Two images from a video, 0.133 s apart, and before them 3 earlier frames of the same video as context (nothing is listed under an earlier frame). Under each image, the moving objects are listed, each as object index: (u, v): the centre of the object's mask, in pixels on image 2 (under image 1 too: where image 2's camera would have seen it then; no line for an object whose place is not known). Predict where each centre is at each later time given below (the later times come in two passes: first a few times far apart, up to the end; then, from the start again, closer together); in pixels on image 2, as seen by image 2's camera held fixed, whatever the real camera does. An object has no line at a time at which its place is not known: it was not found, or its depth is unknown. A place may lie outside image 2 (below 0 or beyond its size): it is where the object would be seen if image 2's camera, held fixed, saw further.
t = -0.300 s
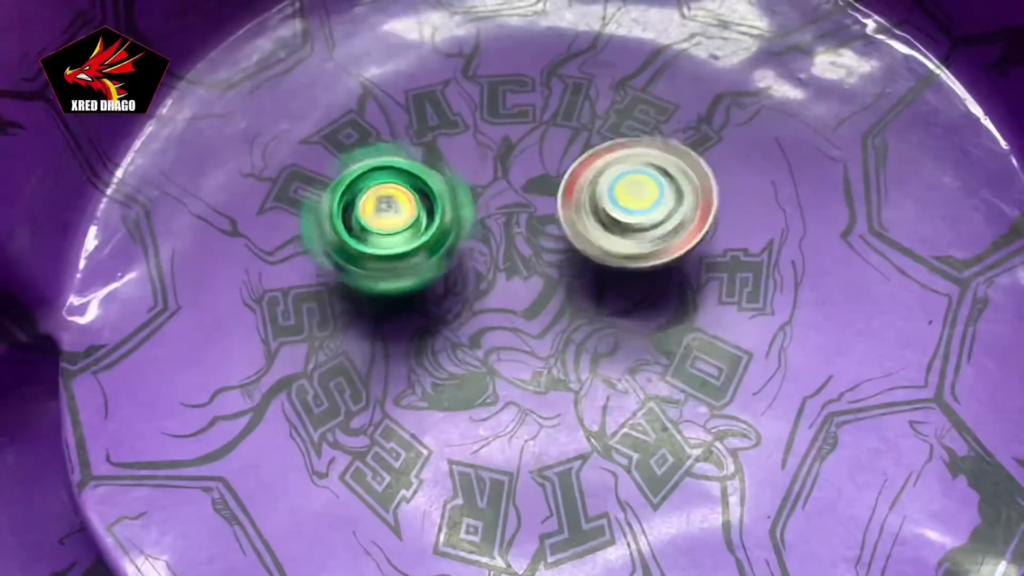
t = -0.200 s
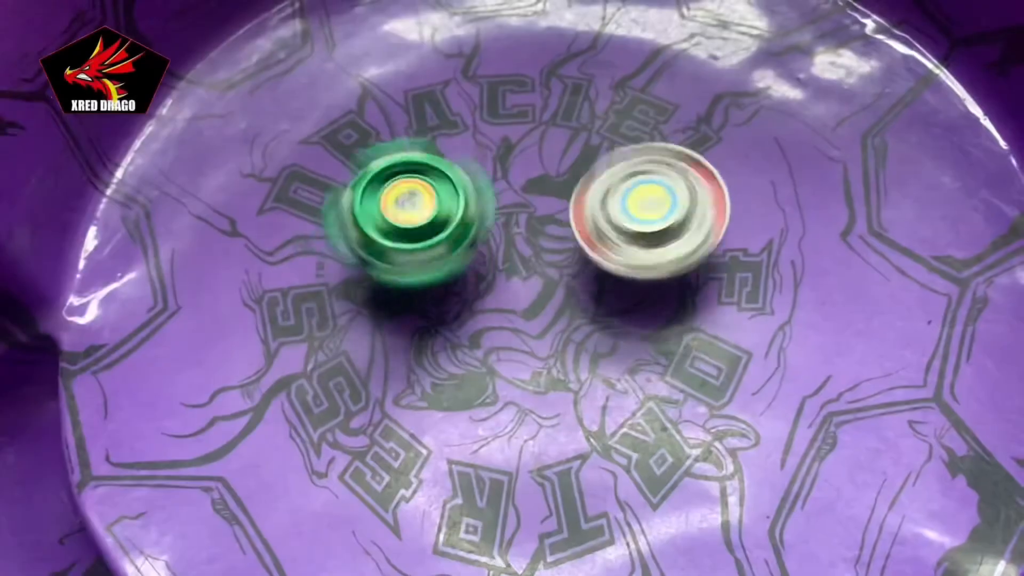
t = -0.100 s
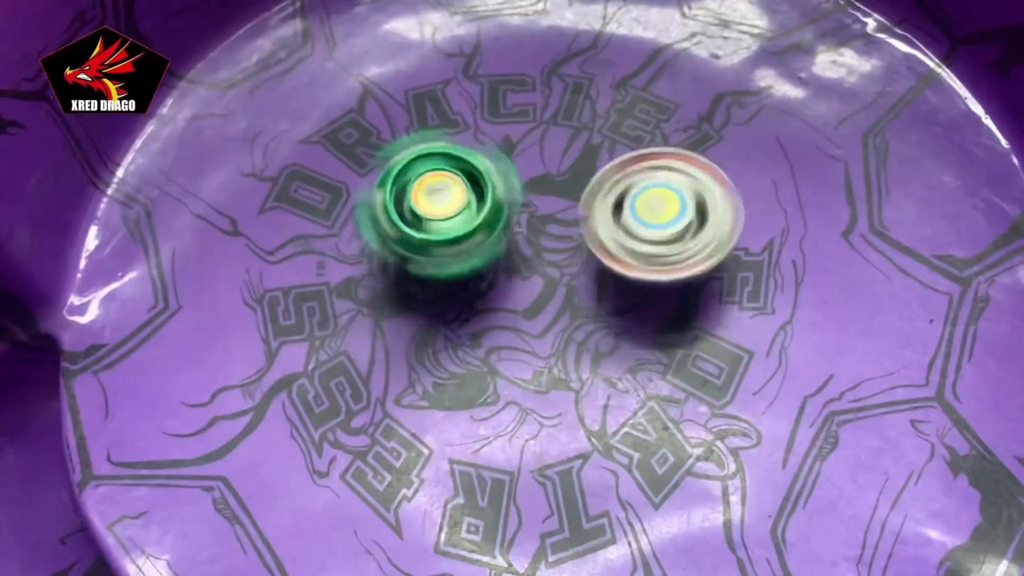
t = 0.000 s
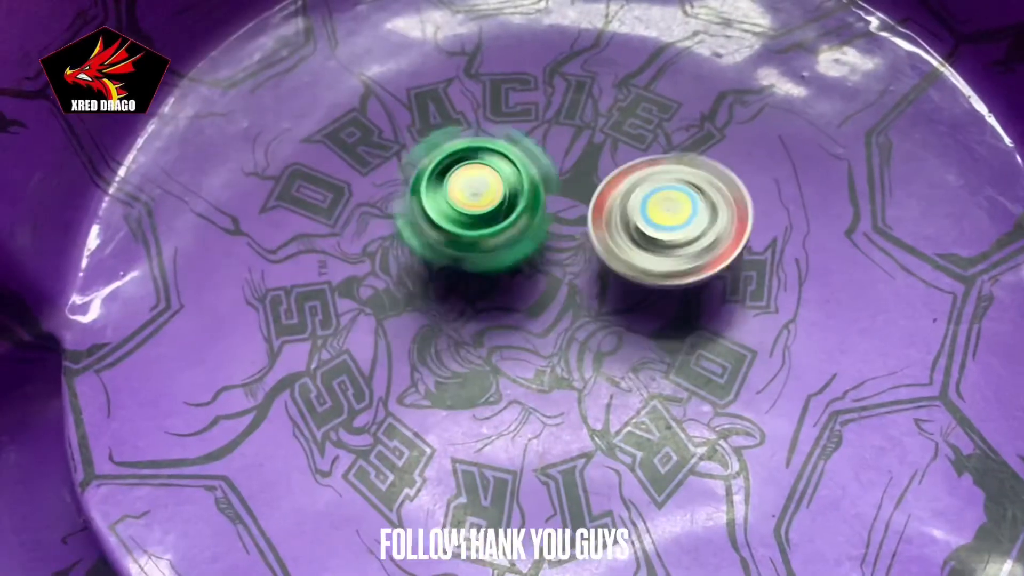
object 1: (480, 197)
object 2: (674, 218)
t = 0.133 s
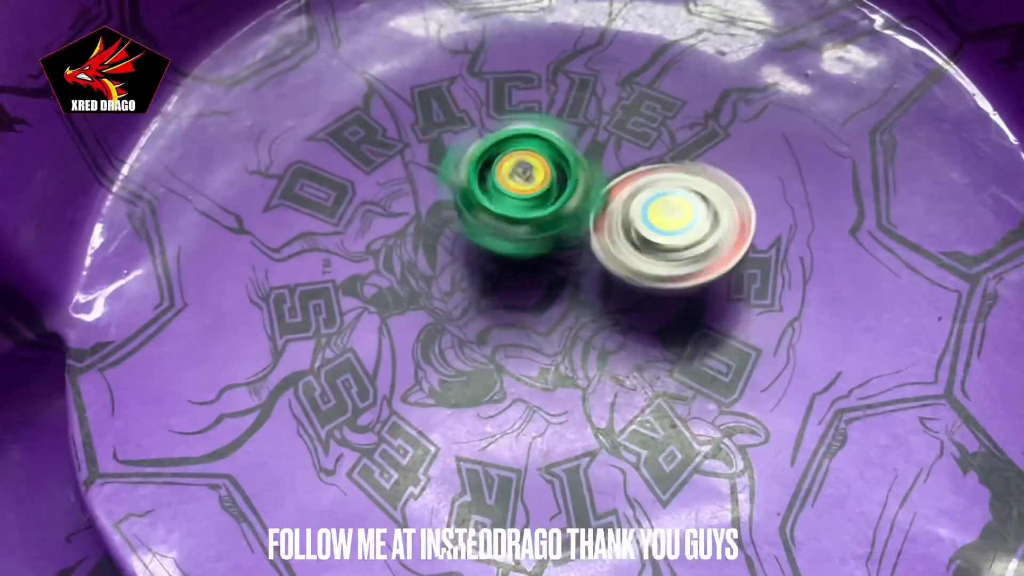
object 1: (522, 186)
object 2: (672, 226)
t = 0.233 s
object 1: (506, 151)
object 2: (652, 255)
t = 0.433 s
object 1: (481, 111)
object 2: (606, 297)
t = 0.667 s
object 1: (482, 74)
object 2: (572, 320)
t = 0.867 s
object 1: (500, 62)
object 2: (541, 322)
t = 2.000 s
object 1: (691, 221)
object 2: (481, 197)
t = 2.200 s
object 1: (647, 258)
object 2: (506, 177)
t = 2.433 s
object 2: (414, 47)
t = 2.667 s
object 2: (416, 64)
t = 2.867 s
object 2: (438, 84)
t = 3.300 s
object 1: (560, 279)
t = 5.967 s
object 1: (623, 166)
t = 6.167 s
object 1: (633, 150)
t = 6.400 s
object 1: (630, 141)
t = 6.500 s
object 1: (629, 139)
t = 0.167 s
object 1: (521, 174)
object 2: (668, 233)
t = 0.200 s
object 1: (516, 163)
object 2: (661, 245)
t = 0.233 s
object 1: (506, 151)
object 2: (652, 255)
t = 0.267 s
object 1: (501, 141)
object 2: (643, 262)
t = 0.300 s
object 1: (494, 134)
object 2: (633, 271)
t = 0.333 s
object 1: (490, 127)
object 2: (626, 278)
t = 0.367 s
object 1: (486, 122)
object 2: (618, 284)
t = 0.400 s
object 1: (484, 116)
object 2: (611, 291)
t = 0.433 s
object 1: (481, 111)
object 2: (606, 297)
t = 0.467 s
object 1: (480, 105)
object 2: (601, 301)
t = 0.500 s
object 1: (477, 101)
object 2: (596, 305)
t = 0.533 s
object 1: (480, 95)
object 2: (593, 310)
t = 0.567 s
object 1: (477, 90)
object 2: (589, 312)
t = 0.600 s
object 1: (480, 83)
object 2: (583, 315)
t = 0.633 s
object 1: (480, 80)
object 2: (578, 318)
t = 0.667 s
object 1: (482, 74)
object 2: (572, 320)
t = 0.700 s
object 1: (484, 71)
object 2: (566, 321)
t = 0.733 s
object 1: (485, 68)
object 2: (561, 323)
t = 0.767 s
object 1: (488, 65)
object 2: (556, 322)
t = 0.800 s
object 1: (492, 64)
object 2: (550, 322)
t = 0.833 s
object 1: (495, 63)
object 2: (546, 323)
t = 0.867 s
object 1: (500, 62)
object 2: (541, 322)
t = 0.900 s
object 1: (503, 62)
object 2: (535, 321)
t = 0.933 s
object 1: (508, 62)
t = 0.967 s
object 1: (512, 62)
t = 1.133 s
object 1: (536, 77)
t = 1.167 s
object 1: (541, 86)
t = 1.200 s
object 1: (544, 92)
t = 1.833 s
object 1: (695, 189)
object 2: (467, 217)
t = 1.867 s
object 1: (697, 196)
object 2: (470, 214)
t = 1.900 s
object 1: (696, 202)
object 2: (472, 209)
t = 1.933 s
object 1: (695, 208)
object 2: (475, 205)
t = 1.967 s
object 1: (695, 214)
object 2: (478, 200)
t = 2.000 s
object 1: (691, 221)
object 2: (481, 197)
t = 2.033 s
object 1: (688, 227)
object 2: (484, 193)
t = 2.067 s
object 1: (682, 234)
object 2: (489, 190)
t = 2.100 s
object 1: (676, 240)
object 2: (492, 186)
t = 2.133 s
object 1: (667, 246)
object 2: (497, 184)
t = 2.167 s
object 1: (657, 253)
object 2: (501, 180)
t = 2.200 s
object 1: (647, 258)
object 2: (506, 177)
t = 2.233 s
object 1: (660, 282)
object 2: (491, 153)
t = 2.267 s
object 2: (460, 110)
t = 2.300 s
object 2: (438, 78)
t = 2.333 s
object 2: (426, 58)
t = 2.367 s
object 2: (419, 50)
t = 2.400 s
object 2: (417, 48)
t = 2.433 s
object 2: (414, 47)
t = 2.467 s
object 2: (412, 48)
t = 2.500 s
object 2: (412, 50)
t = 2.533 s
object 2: (413, 55)
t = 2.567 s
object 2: (412, 56)
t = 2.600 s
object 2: (414, 58)
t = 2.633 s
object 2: (414, 61)
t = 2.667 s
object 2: (416, 64)
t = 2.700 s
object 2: (420, 67)
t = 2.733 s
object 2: (422, 69)
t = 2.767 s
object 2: (425, 73)
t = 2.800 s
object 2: (429, 76)
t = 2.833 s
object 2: (433, 79)
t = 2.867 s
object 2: (438, 84)
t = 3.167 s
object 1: (554, 307)
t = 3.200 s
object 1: (555, 294)
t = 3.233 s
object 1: (555, 279)
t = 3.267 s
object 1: (557, 267)
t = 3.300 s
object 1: (560, 279)
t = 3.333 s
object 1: (563, 331)
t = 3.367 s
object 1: (566, 372)
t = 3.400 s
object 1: (568, 400)
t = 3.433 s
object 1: (570, 417)
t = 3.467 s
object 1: (578, 425)
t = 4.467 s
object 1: (665, 338)
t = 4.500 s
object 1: (664, 325)
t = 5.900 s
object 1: (645, 168)
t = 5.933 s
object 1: (634, 167)
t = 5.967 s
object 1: (623, 166)
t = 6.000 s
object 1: (613, 165)
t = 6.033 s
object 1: (624, 161)
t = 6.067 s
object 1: (632, 159)
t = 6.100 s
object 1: (633, 157)
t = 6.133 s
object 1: (633, 154)
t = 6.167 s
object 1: (633, 150)
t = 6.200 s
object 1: (632, 147)
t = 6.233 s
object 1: (632, 145)
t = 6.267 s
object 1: (632, 143)
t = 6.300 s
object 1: (632, 142)
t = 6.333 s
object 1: (632, 141)
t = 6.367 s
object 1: (631, 140)
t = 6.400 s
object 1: (630, 141)
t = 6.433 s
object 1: (631, 141)
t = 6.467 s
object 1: (630, 139)
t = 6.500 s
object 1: (629, 139)
